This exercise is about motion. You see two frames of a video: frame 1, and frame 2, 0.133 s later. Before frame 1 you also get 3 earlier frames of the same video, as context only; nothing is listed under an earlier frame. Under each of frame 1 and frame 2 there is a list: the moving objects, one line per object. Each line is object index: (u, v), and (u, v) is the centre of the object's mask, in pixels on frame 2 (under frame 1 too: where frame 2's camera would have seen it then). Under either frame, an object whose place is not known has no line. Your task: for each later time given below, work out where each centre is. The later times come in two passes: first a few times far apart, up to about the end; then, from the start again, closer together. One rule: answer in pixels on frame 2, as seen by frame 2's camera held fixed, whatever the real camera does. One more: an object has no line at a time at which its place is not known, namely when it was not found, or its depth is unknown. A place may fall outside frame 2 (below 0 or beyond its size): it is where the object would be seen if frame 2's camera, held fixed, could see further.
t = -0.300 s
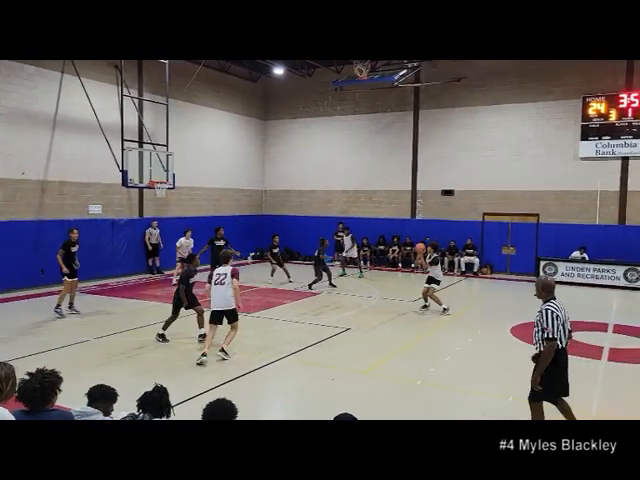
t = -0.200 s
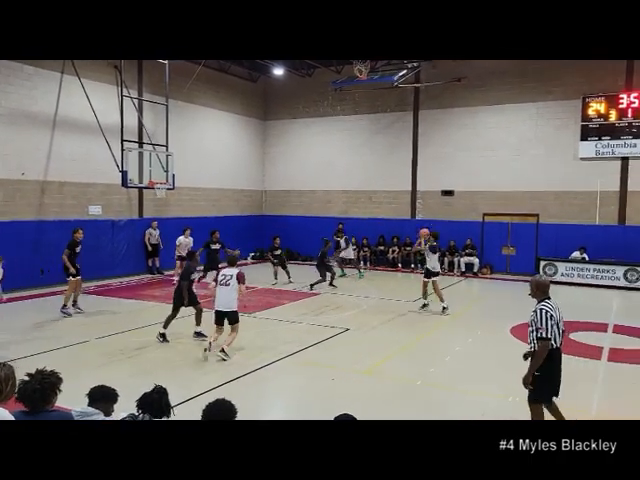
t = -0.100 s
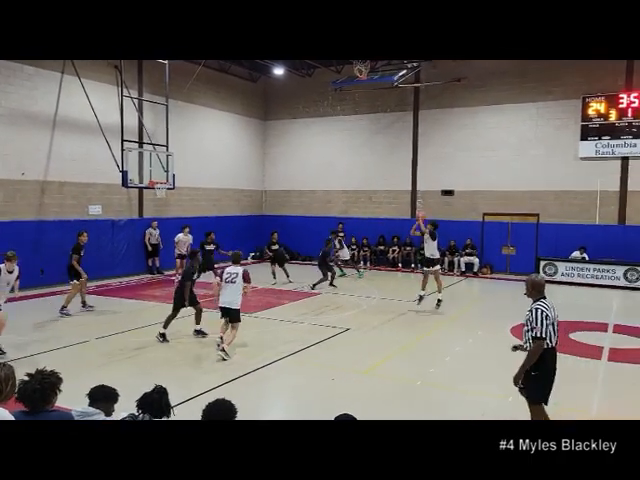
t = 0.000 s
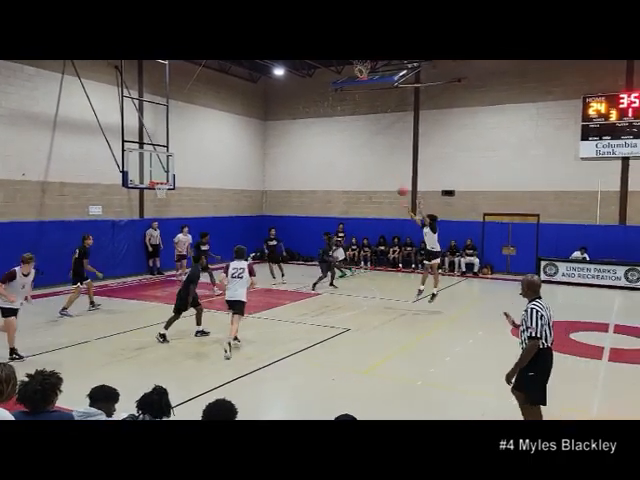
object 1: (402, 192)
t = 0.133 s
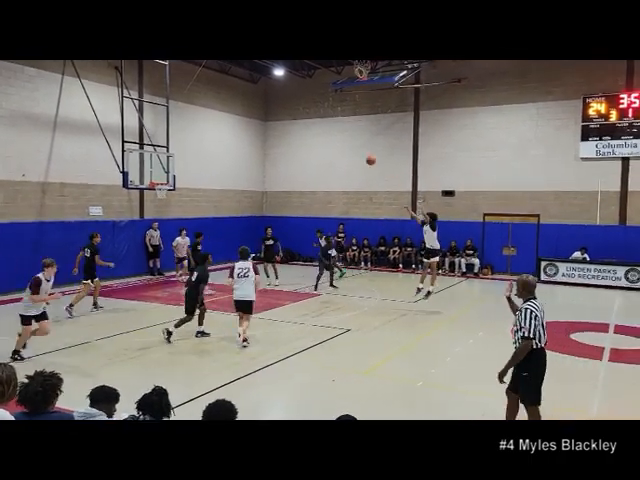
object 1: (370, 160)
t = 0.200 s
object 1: (355, 148)
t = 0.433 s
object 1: (305, 121)
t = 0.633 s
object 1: (264, 114)
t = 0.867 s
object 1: (221, 127)
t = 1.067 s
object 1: (187, 151)
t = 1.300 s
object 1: (158, 192)
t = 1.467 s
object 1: (163, 220)
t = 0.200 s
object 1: (355, 148)
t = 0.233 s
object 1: (347, 142)
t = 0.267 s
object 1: (340, 137)
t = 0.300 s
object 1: (333, 133)
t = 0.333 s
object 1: (325, 129)
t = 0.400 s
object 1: (311, 123)
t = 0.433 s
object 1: (305, 121)
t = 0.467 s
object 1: (298, 118)
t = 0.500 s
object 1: (291, 116)
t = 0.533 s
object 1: (283, 114)
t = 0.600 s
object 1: (270, 114)
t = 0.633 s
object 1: (264, 114)
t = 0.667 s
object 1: (258, 113)
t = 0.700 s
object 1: (251, 116)
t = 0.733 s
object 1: (244, 117)
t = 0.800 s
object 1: (232, 121)
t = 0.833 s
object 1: (227, 124)
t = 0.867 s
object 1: (221, 127)
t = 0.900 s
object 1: (215, 130)
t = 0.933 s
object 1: (209, 134)
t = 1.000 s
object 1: (198, 142)
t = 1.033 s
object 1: (192, 147)
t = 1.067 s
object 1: (187, 151)
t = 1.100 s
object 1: (181, 157)
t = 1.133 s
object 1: (176, 163)
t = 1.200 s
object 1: (166, 174)
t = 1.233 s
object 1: (161, 181)
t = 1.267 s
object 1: (157, 186)
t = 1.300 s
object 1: (158, 192)
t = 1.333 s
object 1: (159, 197)
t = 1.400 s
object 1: (161, 207)
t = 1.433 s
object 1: (162, 213)
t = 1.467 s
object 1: (163, 220)
